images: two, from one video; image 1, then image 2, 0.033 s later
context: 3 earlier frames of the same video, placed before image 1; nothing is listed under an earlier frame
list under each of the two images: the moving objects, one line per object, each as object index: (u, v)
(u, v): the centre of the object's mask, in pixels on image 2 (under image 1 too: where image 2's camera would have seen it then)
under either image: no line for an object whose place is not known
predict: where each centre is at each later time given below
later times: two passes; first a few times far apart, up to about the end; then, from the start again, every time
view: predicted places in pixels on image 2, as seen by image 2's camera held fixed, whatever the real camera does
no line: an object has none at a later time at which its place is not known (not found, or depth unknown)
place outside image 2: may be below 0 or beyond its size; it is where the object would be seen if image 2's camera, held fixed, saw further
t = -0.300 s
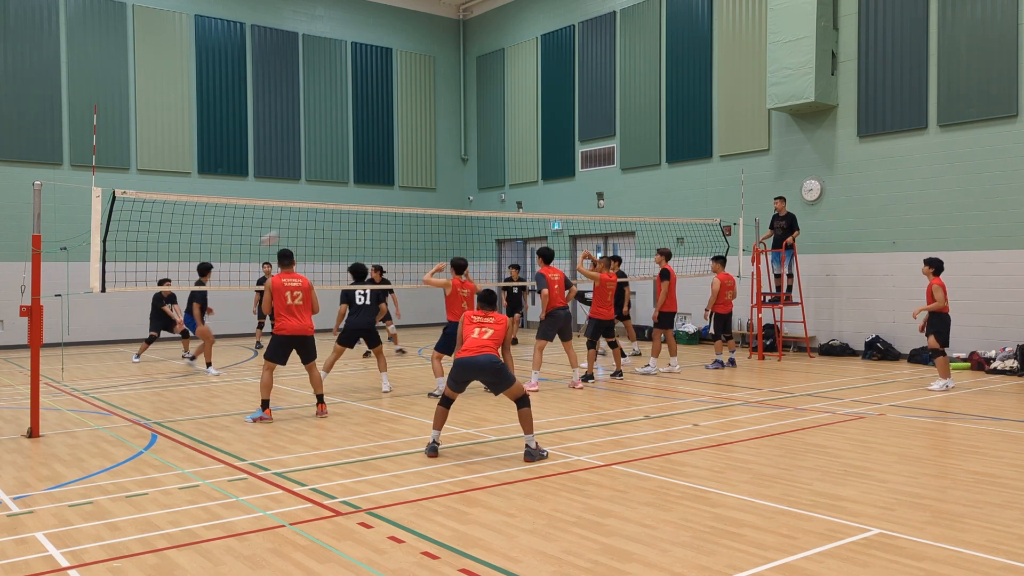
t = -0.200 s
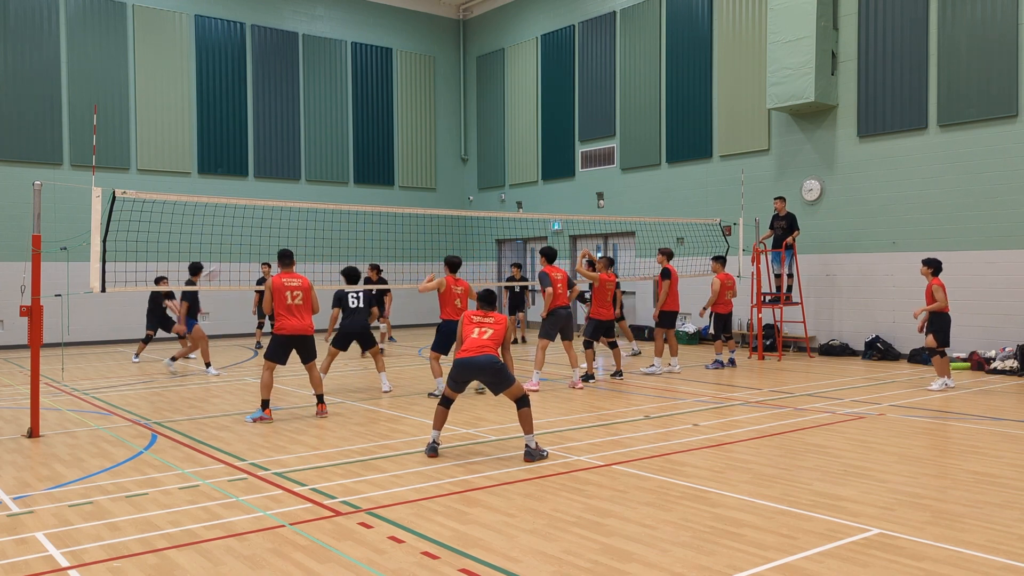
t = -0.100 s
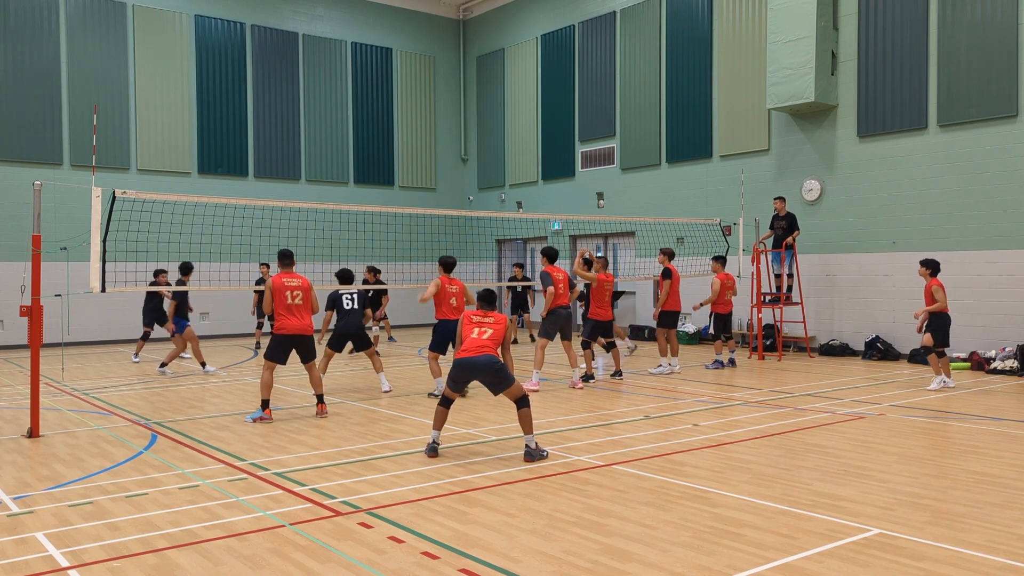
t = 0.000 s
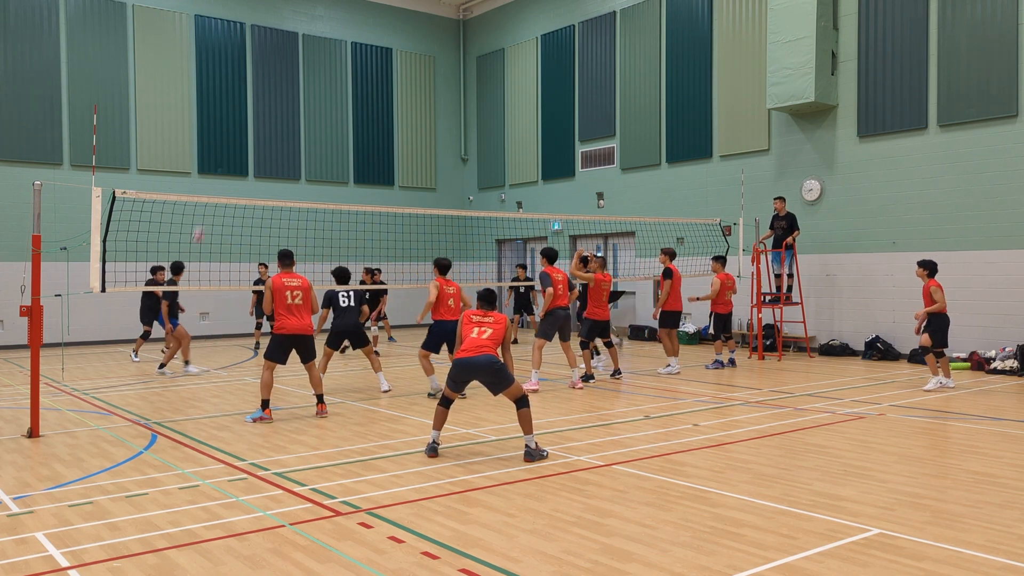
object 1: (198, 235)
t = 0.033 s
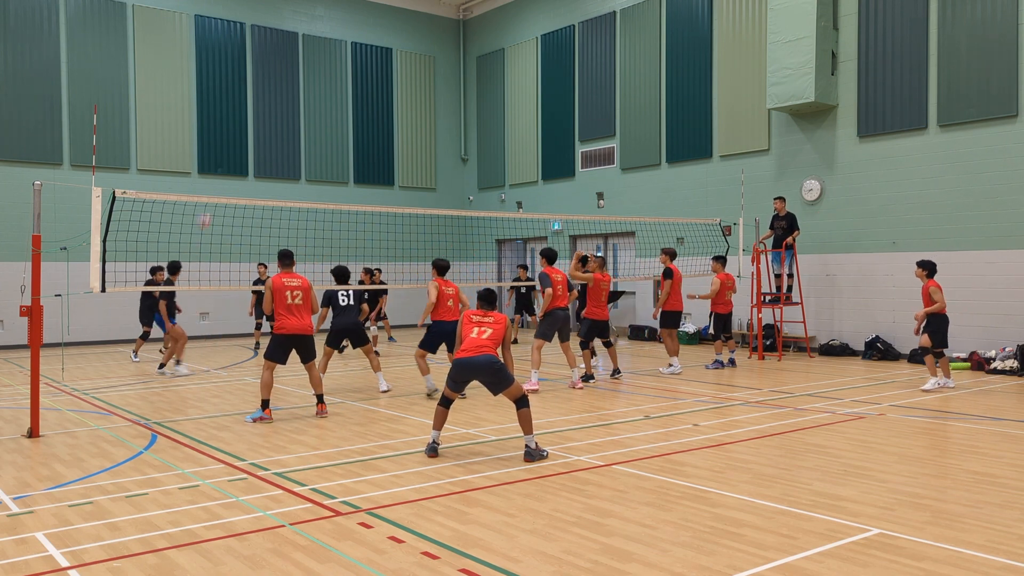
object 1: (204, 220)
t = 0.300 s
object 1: (248, 127)
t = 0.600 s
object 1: (299, 66)
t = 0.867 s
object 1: (348, 55)
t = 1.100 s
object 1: (393, 83)
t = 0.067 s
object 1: (210, 208)
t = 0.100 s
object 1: (215, 191)
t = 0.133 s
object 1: (221, 181)
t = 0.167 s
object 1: (226, 169)
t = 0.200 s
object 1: (232, 158)
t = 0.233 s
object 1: (237, 148)
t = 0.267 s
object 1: (242, 137)
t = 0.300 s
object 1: (248, 127)
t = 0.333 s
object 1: (254, 117)
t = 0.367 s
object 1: (259, 110)
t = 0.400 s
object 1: (265, 102)
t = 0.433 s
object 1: (271, 94)
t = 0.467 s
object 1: (276, 87)
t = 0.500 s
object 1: (282, 81)
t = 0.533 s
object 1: (287, 76)
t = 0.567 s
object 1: (294, 71)
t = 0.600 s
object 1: (299, 66)
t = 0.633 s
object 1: (305, 62)
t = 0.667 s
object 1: (311, 60)
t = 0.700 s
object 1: (317, 57)
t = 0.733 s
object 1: (323, 55)
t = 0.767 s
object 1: (329, 54)
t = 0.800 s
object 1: (335, 54)
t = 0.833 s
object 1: (341, 54)
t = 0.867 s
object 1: (348, 55)
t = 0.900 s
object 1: (355, 57)
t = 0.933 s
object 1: (360, 60)
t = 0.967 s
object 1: (367, 63)
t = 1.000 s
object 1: (373, 67)
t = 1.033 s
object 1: (380, 71)
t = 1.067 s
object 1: (386, 76)
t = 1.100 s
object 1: (393, 83)
